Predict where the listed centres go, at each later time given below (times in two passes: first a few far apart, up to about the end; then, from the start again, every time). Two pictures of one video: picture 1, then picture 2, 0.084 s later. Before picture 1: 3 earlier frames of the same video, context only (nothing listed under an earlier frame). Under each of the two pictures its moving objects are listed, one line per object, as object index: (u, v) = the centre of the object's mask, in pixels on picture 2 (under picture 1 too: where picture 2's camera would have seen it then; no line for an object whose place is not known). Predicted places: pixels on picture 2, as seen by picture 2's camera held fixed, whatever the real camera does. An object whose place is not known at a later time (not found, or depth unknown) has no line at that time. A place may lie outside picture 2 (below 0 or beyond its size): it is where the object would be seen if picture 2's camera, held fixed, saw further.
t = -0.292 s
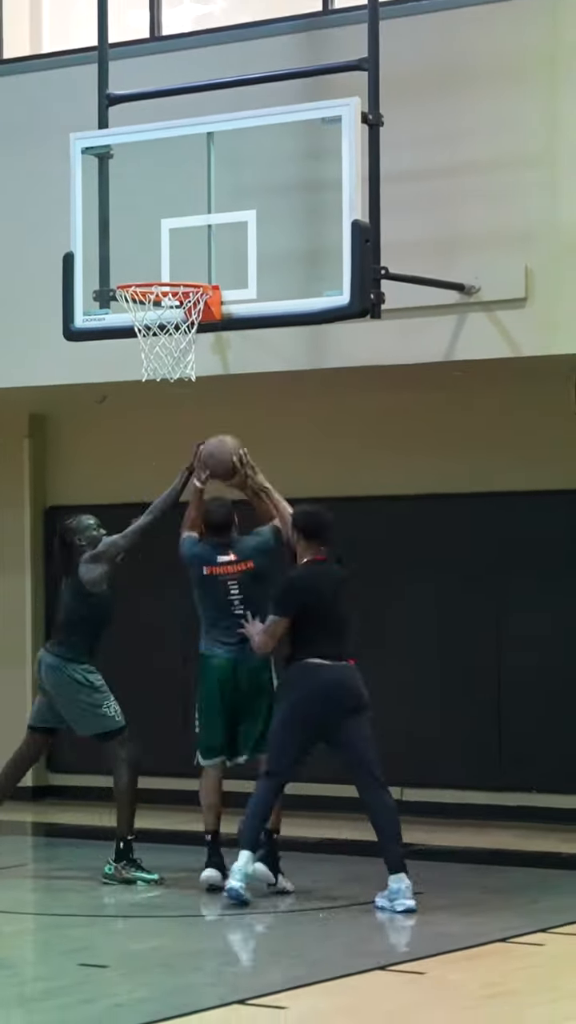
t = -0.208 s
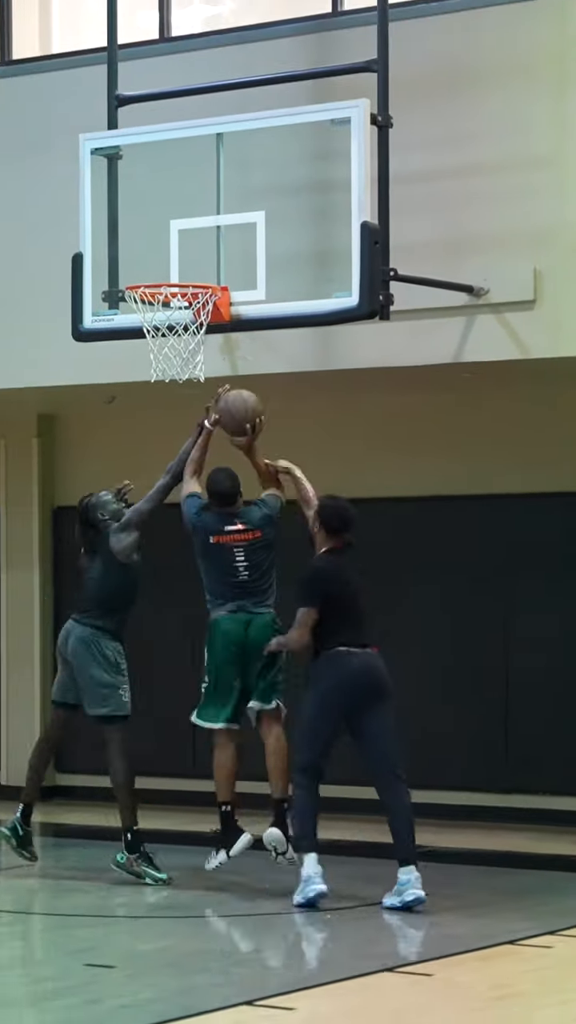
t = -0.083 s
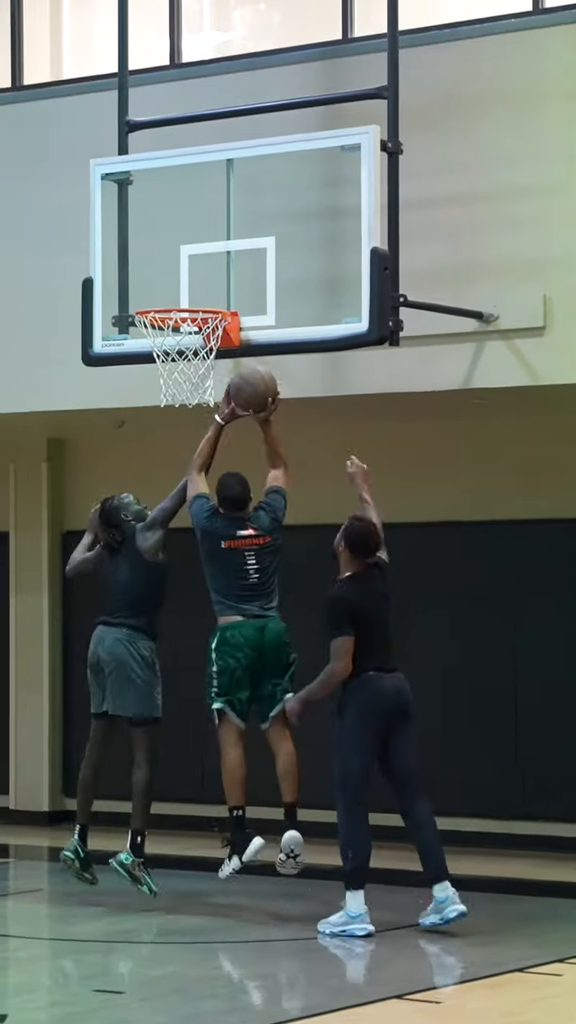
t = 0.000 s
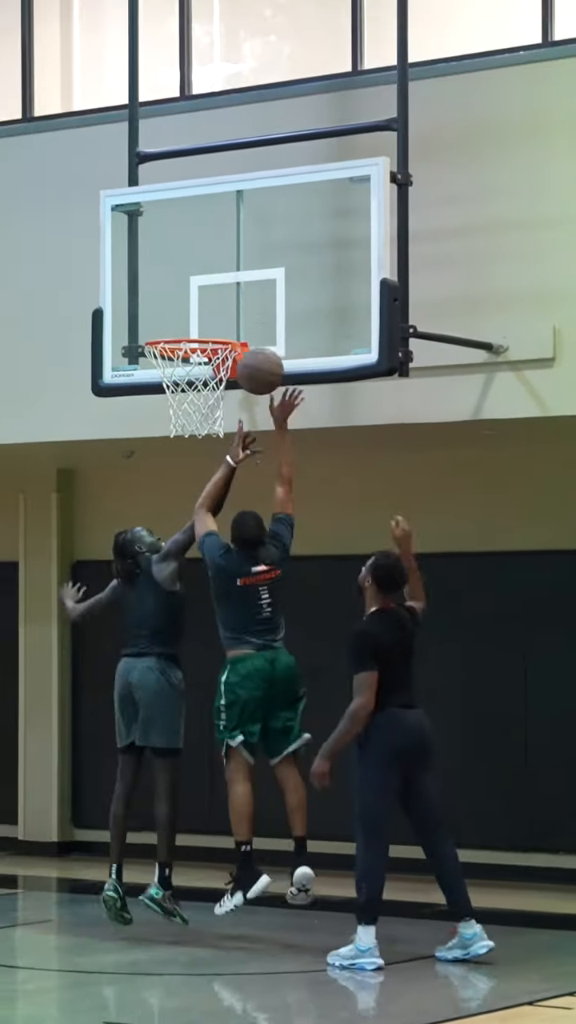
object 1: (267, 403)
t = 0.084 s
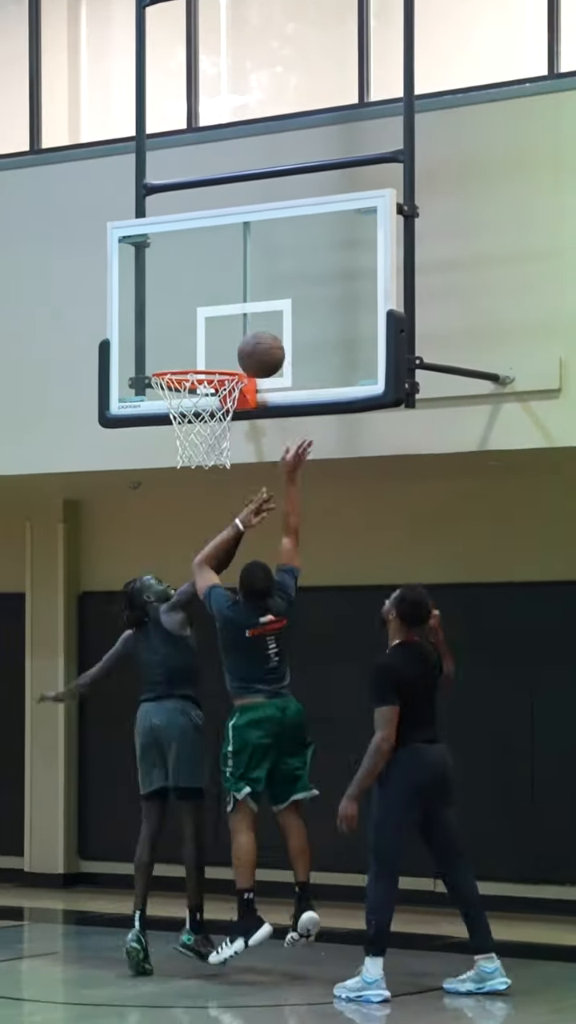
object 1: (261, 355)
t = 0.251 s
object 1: (250, 301)
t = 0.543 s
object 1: (232, 333)
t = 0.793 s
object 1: (177, 358)
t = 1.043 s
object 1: (210, 392)
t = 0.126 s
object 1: (258, 336)
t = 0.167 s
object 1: (255, 321)
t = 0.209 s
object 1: (253, 309)
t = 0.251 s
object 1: (250, 301)
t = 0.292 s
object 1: (247, 295)
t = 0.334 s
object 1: (245, 293)
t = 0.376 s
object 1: (242, 295)
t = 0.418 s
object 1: (239, 299)
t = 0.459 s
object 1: (237, 307)
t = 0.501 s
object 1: (234, 319)
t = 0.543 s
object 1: (232, 333)
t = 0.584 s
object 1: (229, 350)
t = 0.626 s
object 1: (219, 351)
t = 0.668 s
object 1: (206, 351)
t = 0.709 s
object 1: (194, 353)
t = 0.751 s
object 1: (181, 357)
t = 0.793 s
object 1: (177, 358)
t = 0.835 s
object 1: (186, 356)
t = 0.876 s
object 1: (196, 357)
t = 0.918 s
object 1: (204, 359)
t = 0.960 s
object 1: (214, 375)
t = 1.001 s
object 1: (213, 382)
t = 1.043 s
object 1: (210, 392)
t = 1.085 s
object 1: (203, 401)
